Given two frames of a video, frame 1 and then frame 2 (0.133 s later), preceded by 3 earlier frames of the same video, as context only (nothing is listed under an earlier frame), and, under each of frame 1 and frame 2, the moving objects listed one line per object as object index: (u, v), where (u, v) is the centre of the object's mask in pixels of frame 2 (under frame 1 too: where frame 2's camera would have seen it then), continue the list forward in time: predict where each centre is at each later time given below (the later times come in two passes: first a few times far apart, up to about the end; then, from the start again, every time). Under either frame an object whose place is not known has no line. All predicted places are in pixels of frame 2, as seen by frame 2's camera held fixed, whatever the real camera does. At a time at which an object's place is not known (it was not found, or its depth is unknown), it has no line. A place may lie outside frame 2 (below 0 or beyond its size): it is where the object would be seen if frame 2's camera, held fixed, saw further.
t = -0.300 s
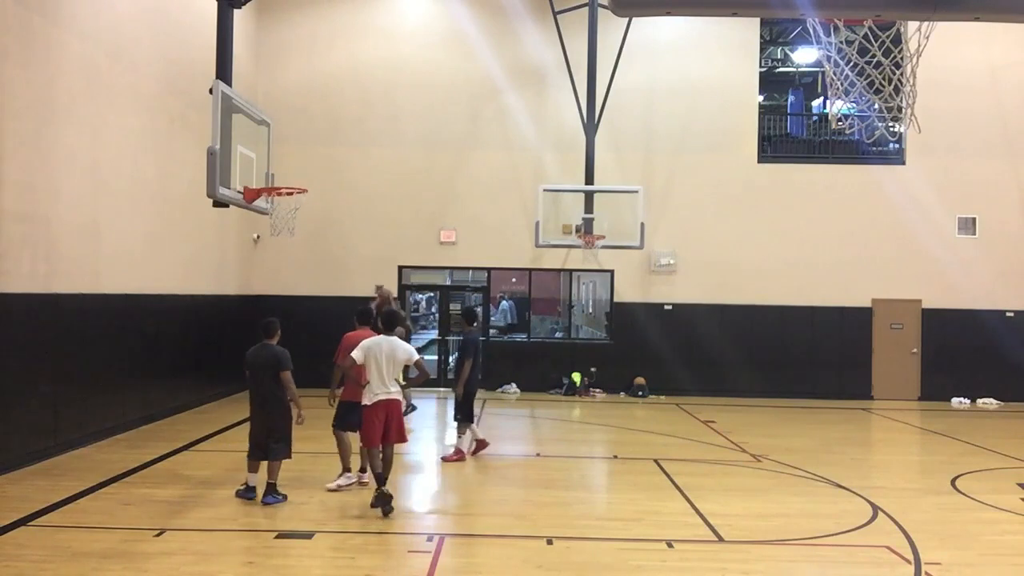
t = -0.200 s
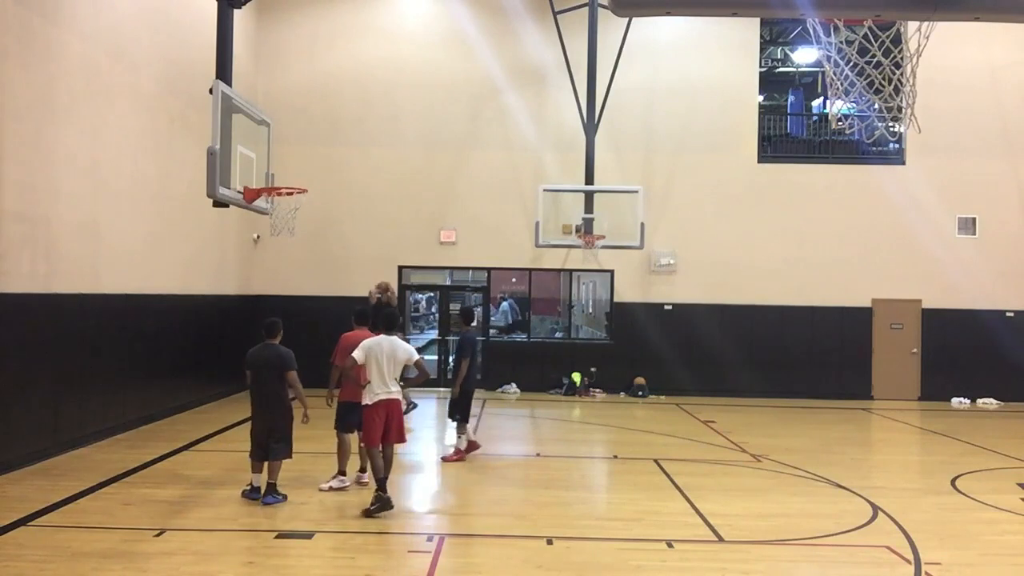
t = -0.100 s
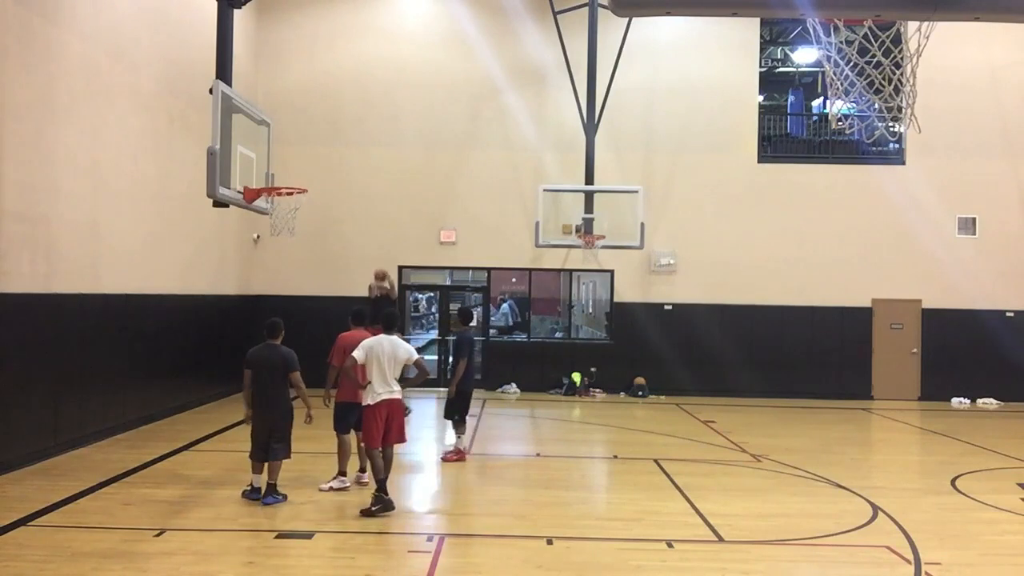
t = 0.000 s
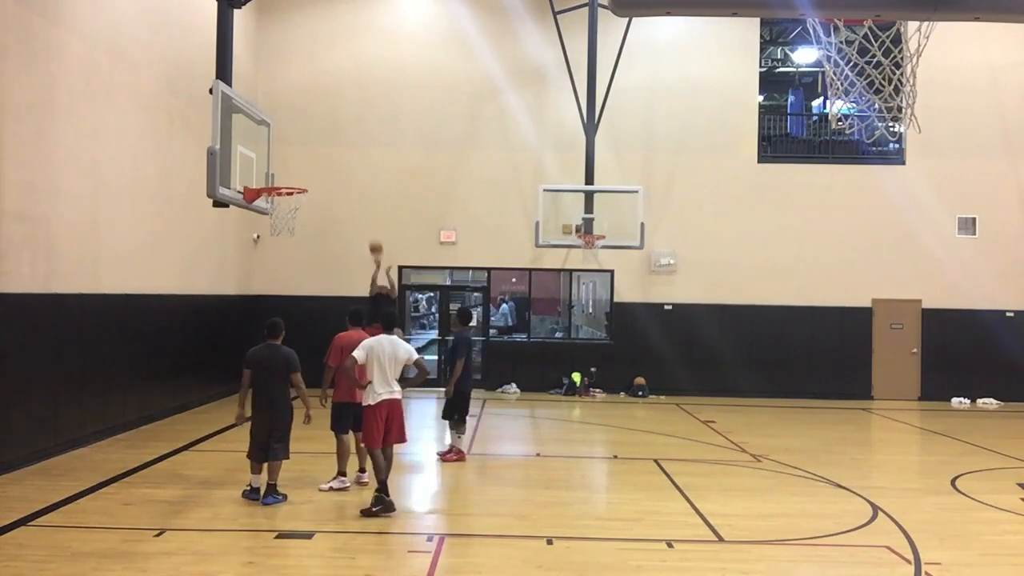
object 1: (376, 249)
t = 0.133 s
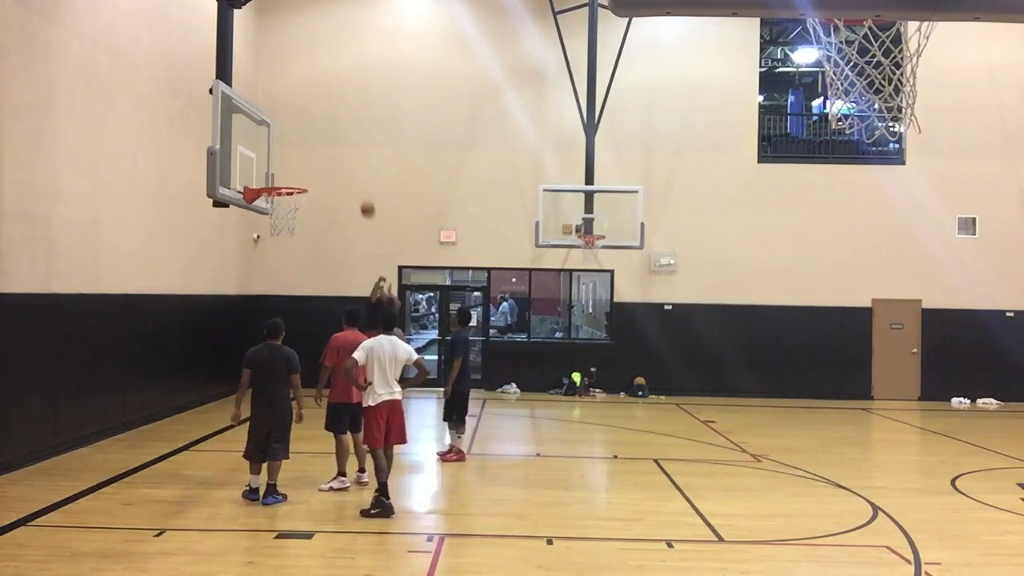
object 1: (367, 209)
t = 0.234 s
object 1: (360, 184)
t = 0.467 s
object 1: (340, 142)
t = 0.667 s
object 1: (319, 131)
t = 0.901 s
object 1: (288, 157)
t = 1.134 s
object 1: (302, 212)
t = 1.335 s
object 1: (292, 250)
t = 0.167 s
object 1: (365, 200)
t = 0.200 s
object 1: (363, 192)
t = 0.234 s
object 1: (360, 184)
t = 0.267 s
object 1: (358, 176)
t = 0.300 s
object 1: (355, 169)
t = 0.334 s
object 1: (352, 163)
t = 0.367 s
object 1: (349, 157)
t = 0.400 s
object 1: (346, 151)
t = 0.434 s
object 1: (343, 147)
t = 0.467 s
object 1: (340, 142)
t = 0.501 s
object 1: (337, 139)
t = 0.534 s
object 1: (333, 136)
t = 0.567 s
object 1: (330, 134)
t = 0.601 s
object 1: (326, 132)
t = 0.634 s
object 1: (323, 131)
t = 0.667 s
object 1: (319, 131)
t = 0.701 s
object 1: (315, 132)
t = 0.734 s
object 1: (311, 133)
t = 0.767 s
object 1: (307, 136)
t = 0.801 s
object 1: (302, 140)
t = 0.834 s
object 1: (298, 144)
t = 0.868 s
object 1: (293, 150)
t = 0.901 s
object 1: (288, 157)
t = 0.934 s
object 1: (283, 165)
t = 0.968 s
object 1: (278, 174)
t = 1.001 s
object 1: (272, 182)
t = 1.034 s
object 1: (284, 188)
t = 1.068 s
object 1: (298, 201)
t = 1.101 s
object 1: (301, 207)
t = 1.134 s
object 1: (302, 212)
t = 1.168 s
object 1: (301, 217)
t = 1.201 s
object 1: (299, 221)
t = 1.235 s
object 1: (298, 227)
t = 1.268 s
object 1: (296, 234)
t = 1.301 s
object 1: (294, 242)
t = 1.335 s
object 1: (292, 250)
